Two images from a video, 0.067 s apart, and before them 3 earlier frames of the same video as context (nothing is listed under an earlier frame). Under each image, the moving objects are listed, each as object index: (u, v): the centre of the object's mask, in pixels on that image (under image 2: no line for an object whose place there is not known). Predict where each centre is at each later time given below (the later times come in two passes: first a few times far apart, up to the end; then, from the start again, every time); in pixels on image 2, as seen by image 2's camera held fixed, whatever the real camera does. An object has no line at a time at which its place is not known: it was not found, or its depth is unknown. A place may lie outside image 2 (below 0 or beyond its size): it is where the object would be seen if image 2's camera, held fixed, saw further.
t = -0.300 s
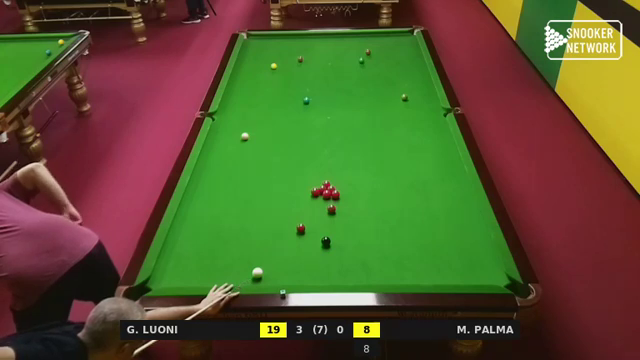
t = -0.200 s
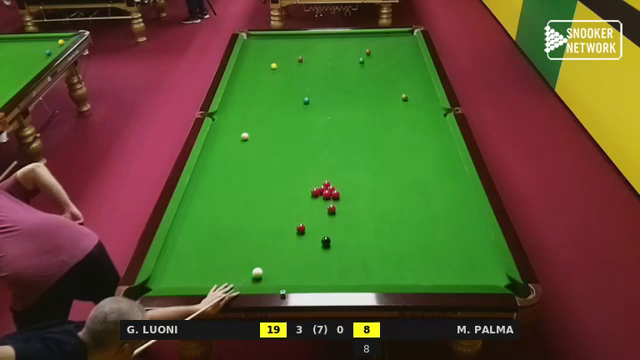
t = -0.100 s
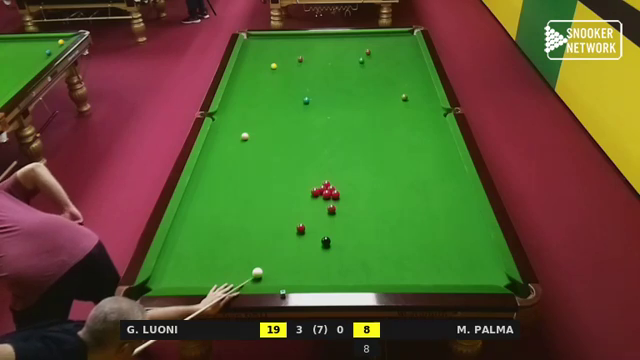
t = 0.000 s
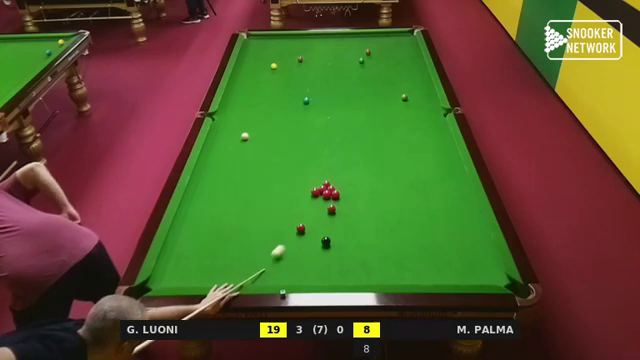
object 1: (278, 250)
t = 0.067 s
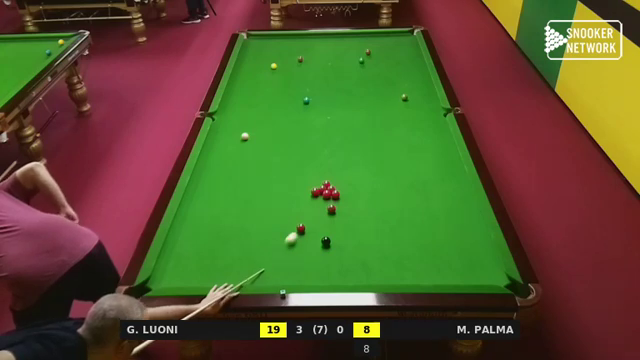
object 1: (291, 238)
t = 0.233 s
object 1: (299, 236)
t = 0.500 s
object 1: (300, 242)
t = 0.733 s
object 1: (300, 247)
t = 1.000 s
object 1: (301, 252)
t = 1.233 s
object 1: (301, 256)
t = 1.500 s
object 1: (301, 259)
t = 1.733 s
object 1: (301, 261)
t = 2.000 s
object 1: (301, 263)
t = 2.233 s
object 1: (301, 263)
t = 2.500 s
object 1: (301, 263)
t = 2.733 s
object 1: (301, 263)
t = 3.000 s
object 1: (301, 263)
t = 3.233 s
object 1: (301, 263)
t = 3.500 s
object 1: (301, 263)
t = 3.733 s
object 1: (301, 263)
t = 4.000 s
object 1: (301, 263)
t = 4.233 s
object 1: (301, 263)
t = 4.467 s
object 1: (301, 263)
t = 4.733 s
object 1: (301, 263)
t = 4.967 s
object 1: (301, 263)
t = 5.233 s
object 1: (301, 263)
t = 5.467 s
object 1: (301, 263)
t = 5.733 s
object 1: (301, 263)
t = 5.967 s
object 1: (301, 263)
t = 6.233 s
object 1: (301, 263)
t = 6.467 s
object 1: (301, 263)
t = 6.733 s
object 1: (301, 263)
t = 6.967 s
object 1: (301, 263)
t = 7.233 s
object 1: (301, 263)
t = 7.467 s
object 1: (301, 263)
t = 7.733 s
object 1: (301, 263)
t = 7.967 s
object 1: (301, 263)
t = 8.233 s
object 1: (301, 263)
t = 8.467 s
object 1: (301, 263)
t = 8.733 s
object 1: (301, 263)
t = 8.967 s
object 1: (301, 263)
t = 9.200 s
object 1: (301, 263)
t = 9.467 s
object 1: (301, 263)
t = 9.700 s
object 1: (301, 263)
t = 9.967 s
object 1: (301, 263)
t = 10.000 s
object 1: (301, 263)
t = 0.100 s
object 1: (296, 233)
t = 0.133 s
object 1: (298, 233)
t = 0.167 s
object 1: (298, 234)
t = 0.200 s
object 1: (299, 235)
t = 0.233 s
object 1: (299, 236)
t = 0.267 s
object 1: (299, 236)
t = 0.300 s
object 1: (299, 238)
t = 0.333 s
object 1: (299, 238)
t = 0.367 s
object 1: (299, 239)
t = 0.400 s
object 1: (299, 240)
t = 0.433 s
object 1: (299, 241)
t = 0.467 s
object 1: (299, 241)
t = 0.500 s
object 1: (300, 242)
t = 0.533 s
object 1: (300, 243)
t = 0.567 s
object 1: (300, 244)
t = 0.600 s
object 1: (300, 245)
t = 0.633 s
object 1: (300, 245)
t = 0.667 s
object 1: (300, 246)
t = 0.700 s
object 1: (300, 247)
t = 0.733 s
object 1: (300, 247)
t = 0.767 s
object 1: (300, 248)
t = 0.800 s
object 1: (300, 249)
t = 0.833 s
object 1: (301, 249)
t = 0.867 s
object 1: (300, 250)
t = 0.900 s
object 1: (300, 251)
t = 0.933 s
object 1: (301, 251)
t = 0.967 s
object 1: (301, 252)
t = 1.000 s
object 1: (301, 252)
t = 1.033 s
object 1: (301, 253)
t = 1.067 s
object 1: (301, 254)
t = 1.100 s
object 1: (301, 254)
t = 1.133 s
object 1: (301, 255)
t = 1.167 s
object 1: (301, 255)
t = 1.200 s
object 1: (301, 255)
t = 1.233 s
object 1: (301, 256)
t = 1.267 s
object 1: (301, 256)
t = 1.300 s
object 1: (301, 257)
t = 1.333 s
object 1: (301, 257)
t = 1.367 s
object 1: (301, 258)
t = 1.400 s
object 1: (301, 258)
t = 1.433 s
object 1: (301, 259)
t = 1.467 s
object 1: (301, 259)
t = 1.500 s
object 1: (301, 259)
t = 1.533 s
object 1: (301, 260)
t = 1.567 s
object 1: (301, 260)
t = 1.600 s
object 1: (301, 260)
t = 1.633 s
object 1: (301, 261)
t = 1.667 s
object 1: (301, 261)
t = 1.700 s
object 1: (301, 261)
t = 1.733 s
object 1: (301, 261)
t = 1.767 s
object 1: (301, 262)
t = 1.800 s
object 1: (301, 262)
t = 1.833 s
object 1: (301, 262)
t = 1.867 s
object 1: (301, 262)
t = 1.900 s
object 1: (301, 262)
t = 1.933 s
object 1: (301, 263)
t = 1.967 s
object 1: (301, 263)
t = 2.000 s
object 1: (301, 263)
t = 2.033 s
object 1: (301, 263)
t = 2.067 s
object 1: (301, 263)
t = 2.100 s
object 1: (301, 263)
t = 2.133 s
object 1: (301, 263)
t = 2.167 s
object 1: (301, 263)
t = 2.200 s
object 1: (301, 263)
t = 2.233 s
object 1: (301, 263)
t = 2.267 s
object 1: (301, 263)
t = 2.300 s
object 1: (301, 263)
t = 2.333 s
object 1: (301, 263)
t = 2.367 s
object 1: (301, 263)
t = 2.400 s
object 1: (301, 263)
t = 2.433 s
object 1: (301, 263)
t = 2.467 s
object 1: (301, 263)
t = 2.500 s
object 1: (301, 263)
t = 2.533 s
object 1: (301, 263)
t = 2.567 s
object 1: (301, 263)
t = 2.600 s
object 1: (301, 263)
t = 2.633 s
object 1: (301, 263)
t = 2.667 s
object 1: (301, 263)
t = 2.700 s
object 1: (301, 263)
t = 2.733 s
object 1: (301, 263)
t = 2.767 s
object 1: (301, 263)
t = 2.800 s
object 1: (301, 263)
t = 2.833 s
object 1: (301, 263)
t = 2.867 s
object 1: (301, 263)
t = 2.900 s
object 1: (301, 263)
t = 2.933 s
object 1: (301, 263)
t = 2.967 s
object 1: (301, 263)
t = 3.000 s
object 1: (301, 263)
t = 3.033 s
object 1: (301, 263)
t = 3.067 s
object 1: (301, 263)
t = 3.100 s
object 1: (301, 263)
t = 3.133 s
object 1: (301, 263)
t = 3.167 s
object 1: (301, 263)
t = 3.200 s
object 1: (301, 263)
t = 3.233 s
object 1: (301, 263)
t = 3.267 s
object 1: (301, 263)
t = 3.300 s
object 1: (301, 263)
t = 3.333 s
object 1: (301, 263)
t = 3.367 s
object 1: (301, 263)
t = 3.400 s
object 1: (301, 263)
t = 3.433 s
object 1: (301, 263)
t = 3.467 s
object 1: (301, 263)
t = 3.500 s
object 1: (301, 263)
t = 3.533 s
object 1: (301, 263)
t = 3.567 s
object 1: (301, 263)
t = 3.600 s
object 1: (301, 263)
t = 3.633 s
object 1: (301, 263)
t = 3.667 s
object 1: (301, 263)
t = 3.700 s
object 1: (301, 263)
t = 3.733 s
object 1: (301, 263)
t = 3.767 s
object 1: (301, 263)
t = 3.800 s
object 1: (301, 263)
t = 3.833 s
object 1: (301, 263)
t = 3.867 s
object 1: (301, 263)
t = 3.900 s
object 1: (301, 263)
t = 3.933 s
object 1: (301, 263)
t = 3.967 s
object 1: (301, 263)
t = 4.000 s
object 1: (301, 263)
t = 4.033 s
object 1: (301, 263)
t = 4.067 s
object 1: (301, 263)
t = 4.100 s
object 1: (301, 263)
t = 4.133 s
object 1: (301, 263)
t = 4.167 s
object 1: (301, 263)
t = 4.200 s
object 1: (301, 263)
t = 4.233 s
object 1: (301, 263)
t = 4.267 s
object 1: (301, 263)
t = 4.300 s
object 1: (301, 263)
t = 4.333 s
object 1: (301, 263)
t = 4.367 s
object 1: (301, 263)
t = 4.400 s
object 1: (301, 263)
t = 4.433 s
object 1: (301, 263)
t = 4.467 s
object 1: (301, 263)
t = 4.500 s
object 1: (301, 263)
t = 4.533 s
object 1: (301, 263)
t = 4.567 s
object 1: (301, 263)
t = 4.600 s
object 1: (301, 263)
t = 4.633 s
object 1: (301, 263)
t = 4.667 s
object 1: (301, 263)
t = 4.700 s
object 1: (301, 263)
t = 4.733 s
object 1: (301, 263)
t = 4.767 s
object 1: (301, 263)
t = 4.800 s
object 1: (301, 263)
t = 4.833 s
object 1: (301, 263)
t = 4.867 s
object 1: (301, 263)
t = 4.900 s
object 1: (301, 263)
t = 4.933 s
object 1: (301, 263)
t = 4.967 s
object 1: (301, 263)
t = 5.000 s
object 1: (301, 263)
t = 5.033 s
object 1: (301, 263)
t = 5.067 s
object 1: (301, 263)
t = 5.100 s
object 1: (301, 263)
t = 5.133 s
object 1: (301, 263)
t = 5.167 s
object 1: (301, 263)
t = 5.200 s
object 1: (301, 263)
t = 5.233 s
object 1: (301, 263)
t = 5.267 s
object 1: (301, 263)
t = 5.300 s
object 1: (301, 263)
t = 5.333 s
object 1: (301, 263)
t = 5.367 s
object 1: (301, 263)
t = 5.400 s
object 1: (301, 263)
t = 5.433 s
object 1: (301, 263)
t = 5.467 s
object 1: (301, 263)
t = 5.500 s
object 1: (301, 263)
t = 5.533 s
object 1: (301, 263)
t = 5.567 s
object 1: (301, 263)
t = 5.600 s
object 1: (301, 263)
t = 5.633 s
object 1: (301, 263)
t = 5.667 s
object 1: (301, 263)
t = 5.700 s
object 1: (301, 263)
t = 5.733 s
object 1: (301, 263)
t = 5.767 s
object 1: (301, 263)
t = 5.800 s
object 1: (301, 263)
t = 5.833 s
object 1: (301, 263)
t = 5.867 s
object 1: (301, 263)
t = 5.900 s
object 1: (301, 263)
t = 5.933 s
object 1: (301, 263)
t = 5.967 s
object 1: (301, 263)
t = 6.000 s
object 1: (301, 263)
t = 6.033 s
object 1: (301, 263)
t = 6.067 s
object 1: (301, 263)
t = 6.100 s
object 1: (301, 263)
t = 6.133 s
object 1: (301, 263)
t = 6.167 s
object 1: (301, 263)
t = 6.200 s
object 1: (301, 263)
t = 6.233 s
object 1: (301, 263)
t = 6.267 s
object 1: (301, 263)
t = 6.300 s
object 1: (301, 263)
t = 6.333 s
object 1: (301, 263)
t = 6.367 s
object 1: (301, 263)
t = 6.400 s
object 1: (301, 263)
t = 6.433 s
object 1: (301, 263)
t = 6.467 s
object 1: (301, 263)
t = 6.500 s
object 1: (301, 263)
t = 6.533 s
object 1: (301, 263)
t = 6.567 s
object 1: (301, 263)
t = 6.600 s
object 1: (301, 263)
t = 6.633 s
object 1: (301, 263)
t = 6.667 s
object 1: (301, 263)
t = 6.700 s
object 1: (301, 263)
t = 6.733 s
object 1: (301, 263)
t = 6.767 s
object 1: (301, 263)
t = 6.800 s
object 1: (301, 263)
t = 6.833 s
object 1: (301, 263)
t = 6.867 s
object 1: (301, 263)
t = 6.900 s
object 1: (301, 263)
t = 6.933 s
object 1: (301, 263)
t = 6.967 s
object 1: (301, 263)
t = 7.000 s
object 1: (301, 263)
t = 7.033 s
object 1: (301, 263)
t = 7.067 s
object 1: (301, 263)
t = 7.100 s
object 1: (301, 263)
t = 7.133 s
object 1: (301, 263)
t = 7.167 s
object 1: (301, 263)
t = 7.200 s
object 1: (301, 263)
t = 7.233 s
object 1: (301, 263)
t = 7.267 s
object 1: (301, 263)
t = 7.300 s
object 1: (301, 263)
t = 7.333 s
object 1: (301, 263)
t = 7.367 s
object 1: (301, 263)
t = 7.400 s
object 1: (301, 263)
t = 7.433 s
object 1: (301, 263)
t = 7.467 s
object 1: (301, 263)
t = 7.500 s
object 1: (301, 263)
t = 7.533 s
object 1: (301, 263)
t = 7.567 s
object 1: (301, 263)
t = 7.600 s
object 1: (301, 263)
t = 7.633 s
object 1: (301, 263)
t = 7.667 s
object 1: (301, 263)
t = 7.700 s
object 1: (301, 263)
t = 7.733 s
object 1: (301, 263)
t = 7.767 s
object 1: (301, 263)
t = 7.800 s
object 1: (301, 263)
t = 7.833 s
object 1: (301, 263)
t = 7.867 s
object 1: (301, 263)
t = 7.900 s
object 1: (301, 263)
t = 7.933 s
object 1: (301, 263)
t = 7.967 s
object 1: (301, 263)
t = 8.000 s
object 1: (301, 263)
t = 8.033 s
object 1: (301, 263)
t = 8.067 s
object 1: (301, 263)
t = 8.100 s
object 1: (301, 263)
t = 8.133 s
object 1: (301, 263)
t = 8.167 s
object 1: (301, 263)
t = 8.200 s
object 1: (301, 263)
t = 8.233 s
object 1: (301, 263)
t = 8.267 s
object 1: (301, 263)
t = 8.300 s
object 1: (301, 263)
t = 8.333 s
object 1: (301, 263)
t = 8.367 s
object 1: (301, 263)
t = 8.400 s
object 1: (301, 263)
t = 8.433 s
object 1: (301, 263)
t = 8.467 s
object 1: (301, 263)
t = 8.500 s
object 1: (301, 263)
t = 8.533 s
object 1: (301, 263)
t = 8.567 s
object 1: (301, 263)
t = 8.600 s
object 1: (301, 263)
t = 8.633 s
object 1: (301, 263)
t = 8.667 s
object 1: (301, 263)
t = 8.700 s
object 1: (301, 263)
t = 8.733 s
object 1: (301, 263)
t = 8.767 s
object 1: (301, 263)
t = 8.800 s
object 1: (301, 263)
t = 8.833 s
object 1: (301, 263)
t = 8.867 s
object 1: (301, 263)
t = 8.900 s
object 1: (301, 263)
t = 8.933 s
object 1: (301, 263)
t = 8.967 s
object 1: (301, 263)
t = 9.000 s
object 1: (301, 263)
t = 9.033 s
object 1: (301, 263)
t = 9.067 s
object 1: (301, 263)
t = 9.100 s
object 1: (301, 263)
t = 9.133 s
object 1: (301, 263)
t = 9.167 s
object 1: (301, 263)
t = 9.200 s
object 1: (301, 263)
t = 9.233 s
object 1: (301, 263)
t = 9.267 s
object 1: (301, 263)
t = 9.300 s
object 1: (301, 263)
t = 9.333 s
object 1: (301, 263)
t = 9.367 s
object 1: (301, 263)
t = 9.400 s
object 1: (301, 263)
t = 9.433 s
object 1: (301, 263)
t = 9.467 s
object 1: (301, 263)
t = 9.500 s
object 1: (301, 263)
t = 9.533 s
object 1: (301, 263)
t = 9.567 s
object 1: (301, 263)
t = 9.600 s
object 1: (301, 263)
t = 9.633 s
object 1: (301, 263)
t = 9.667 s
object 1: (301, 263)
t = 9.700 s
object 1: (301, 263)
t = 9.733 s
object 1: (301, 263)
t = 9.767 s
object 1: (301, 263)
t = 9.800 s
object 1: (301, 263)
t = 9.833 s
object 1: (301, 263)
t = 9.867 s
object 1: (301, 263)
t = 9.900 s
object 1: (301, 263)
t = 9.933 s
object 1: (301, 263)
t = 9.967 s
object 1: (301, 263)
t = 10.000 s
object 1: (301, 263)
